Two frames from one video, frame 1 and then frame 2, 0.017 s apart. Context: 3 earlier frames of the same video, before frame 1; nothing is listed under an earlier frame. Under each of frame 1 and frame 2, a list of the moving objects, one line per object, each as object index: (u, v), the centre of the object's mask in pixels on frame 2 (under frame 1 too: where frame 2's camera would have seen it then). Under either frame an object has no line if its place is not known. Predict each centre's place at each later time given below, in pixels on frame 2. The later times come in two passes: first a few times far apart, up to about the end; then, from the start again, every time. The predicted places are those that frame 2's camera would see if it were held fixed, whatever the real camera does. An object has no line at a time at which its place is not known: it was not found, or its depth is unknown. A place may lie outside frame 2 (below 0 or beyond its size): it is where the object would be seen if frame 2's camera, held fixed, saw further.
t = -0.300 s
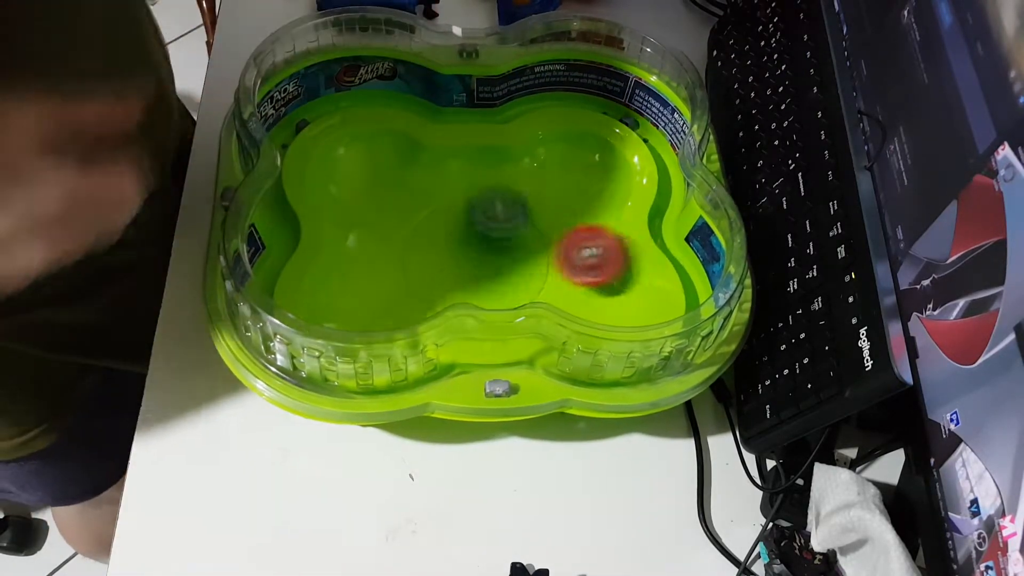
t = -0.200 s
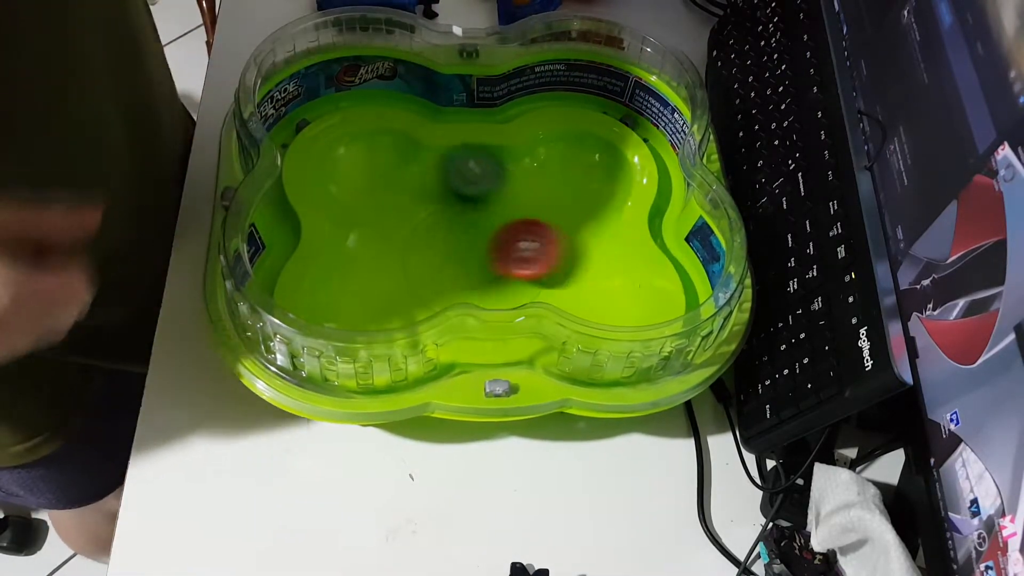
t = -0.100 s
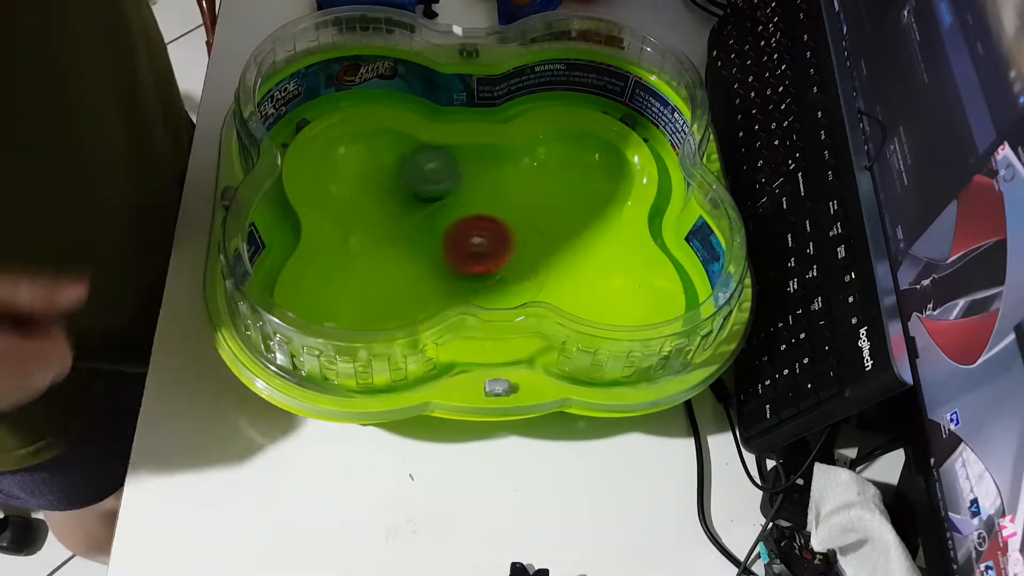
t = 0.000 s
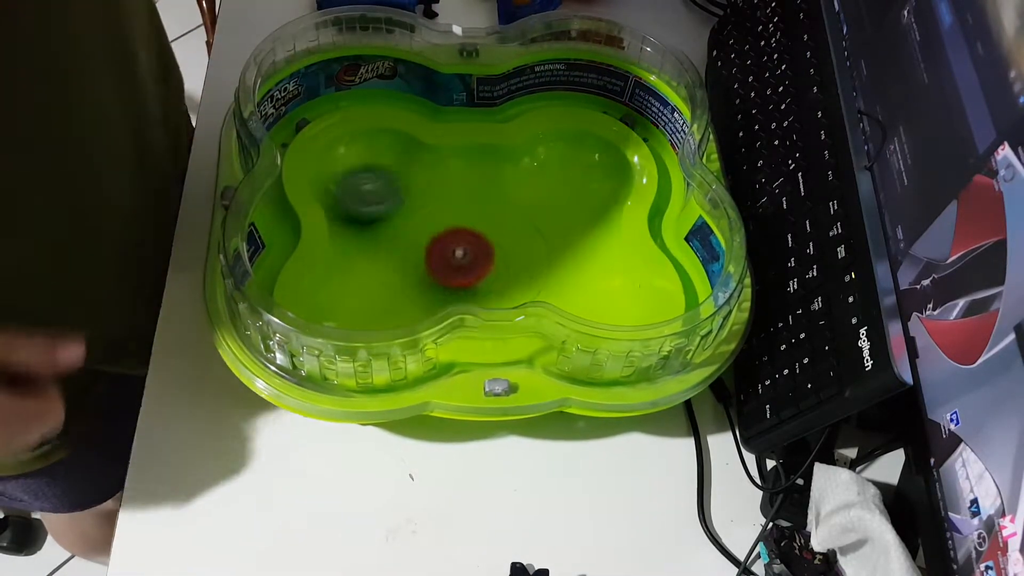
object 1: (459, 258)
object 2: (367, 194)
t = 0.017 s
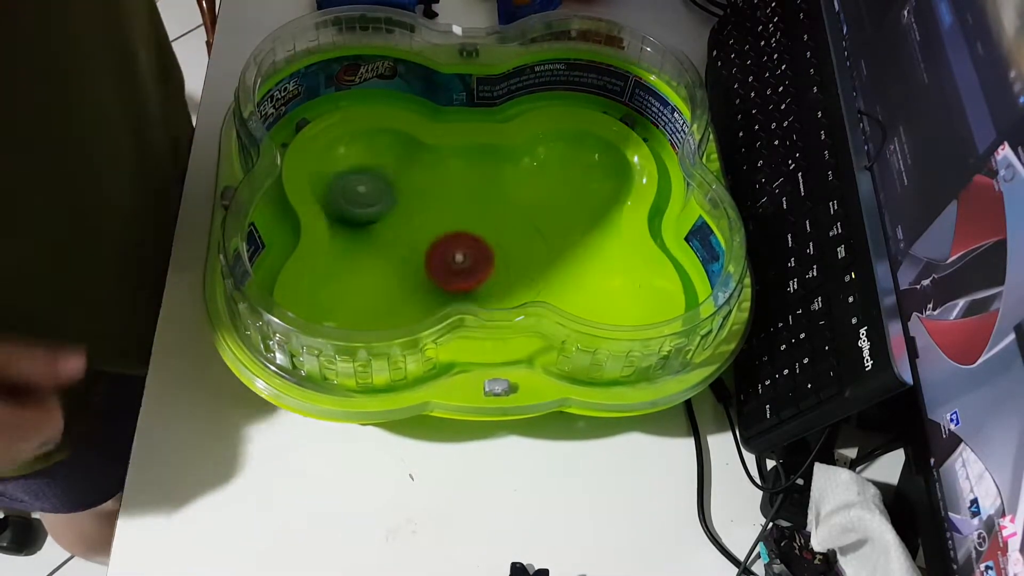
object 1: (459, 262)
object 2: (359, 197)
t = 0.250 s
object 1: (585, 291)
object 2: (410, 283)
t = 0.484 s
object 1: (574, 260)
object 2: (500, 250)
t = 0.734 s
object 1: (504, 225)
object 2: (340, 157)
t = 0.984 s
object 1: (494, 274)
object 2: (433, 211)
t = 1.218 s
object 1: (562, 271)
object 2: (530, 199)
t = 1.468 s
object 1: (456, 235)
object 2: (579, 172)
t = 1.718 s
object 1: (424, 281)
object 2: (521, 206)
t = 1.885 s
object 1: (436, 273)
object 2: (550, 270)
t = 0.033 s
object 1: (461, 267)
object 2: (355, 199)
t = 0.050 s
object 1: (463, 271)
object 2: (352, 201)
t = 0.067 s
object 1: (468, 275)
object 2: (352, 203)
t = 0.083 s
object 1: (475, 278)
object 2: (352, 208)
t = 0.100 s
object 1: (483, 281)
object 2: (355, 213)
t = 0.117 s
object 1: (491, 283)
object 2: (359, 221)
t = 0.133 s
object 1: (500, 284)
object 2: (364, 228)
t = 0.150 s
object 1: (510, 286)
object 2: (369, 235)
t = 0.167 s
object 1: (521, 286)
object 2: (379, 243)
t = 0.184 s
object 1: (533, 285)
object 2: (385, 251)
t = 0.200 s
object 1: (548, 286)
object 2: (393, 260)
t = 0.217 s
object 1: (562, 289)
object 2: (400, 270)
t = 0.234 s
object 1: (574, 290)
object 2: (406, 278)
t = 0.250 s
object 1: (585, 291)
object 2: (410, 283)
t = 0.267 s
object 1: (594, 291)
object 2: (415, 287)
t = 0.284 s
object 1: (601, 290)
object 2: (420, 288)
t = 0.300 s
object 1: (606, 288)
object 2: (426, 288)
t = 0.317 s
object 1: (610, 286)
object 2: (432, 288)
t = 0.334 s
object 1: (612, 283)
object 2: (439, 286)
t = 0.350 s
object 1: (612, 281)
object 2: (447, 286)
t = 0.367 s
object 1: (610, 278)
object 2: (454, 284)
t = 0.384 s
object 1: (607, 275)
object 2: (465, 282)
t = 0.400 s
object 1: (602, 273)
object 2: (475, 280)
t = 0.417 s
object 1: (596, 270)
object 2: (487, 276)
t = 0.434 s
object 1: (589, 268)
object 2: (494, 274)
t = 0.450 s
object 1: (580, 265)
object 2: (501, 265)
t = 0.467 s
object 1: (577, 262)
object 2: (503, 258)
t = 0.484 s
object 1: (574, 260)
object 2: (500, 250)
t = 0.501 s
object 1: (570, 257)
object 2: (496, 244)
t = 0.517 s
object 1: (566, 255)
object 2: (491, 237)
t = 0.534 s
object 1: (559, 251)
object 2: (484, 228)
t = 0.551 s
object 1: (552, 247)
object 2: (475, 219)
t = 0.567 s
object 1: (545, 243)
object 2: (465, 210)
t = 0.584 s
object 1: (537, 239)
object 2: (455, 203)
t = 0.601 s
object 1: (531, 237)
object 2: (446, 196)
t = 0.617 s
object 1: (526, 233)
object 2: (435, 190)
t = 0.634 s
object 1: (522, 231)
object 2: (423, 184)
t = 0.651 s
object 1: (518, 227)
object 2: (411, 180)
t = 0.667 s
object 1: (516, 225)
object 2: (397, 175)
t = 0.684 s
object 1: (514, 224)
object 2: (382, 171)
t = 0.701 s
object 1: (511, 223)
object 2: (367, 166)
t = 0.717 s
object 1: (509, 224)
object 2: (350, 161)
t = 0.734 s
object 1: (504, 225)
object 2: (340, 157)
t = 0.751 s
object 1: (500, 227)
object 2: (332, 154)
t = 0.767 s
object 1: (495, 228)
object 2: (327, 154)
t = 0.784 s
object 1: (490, 231)
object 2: (324, 156)
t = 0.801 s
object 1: (485, 233)
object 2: (323, 160)
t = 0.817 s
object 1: (481, 237)
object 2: (323, 163)
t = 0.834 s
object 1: (477, 241)
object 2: (329, 170)
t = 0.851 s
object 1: (475, 246)
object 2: (334, 176)
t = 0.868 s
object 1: (474, 250)
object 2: (341, 184)
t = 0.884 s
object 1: (474, 255)
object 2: (348, 189)
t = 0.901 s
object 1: (474, 259)
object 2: (366, 196)
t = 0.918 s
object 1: (476, 263)
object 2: (380, 201)
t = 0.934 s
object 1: (478, 266)
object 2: (394, 206)
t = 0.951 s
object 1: (482, 270)
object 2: (409, 208)
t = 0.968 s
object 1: (488, 272)
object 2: (421, 210)
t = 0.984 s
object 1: (494, 274)
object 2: (433, 211)
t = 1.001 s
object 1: (502, 275)
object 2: (444, 211)
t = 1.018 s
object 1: (510, 276)
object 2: (456, 211)
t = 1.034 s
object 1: (520, 277)
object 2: (466, 211)
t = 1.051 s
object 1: (530, 277)
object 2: (476, 212)
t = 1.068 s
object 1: (540, 278)
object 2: (484, 211)
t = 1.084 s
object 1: (549, 279)
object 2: (491, 211)
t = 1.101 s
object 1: (557, 280)
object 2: (498, 211)
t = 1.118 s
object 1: (562, 280)
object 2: (506, 210)
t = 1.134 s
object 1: (566, 281)
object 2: (512, 209)
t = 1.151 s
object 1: (568, 280)
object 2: (516, 208)
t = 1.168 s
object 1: (569, 279)
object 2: (520, 206)
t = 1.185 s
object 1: (568, 277)
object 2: (524, 203)
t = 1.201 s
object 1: (566, 275)
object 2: (527, 202)
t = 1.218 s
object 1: (562, 271)
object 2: (530, 199)
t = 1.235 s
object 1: (558, 267)
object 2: (533, 196)
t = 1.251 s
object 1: (552, 263)
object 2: (535, 194)
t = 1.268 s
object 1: (545, 258)
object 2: (537, 193)
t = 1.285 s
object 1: (538, 254)
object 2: (539, 191)
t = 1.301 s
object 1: (530, 250)
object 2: (542, 189)
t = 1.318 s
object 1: (521, 246)
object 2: (545, 188)
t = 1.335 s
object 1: (514, 242)
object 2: (547, 187)
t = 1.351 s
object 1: (506, 239)
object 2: (550, 187)
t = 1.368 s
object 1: (498, 235)
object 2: (556, 185)
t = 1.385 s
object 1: (491, 233)
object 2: (560, 183)
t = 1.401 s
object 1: (484, 232)
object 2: (564, 181)
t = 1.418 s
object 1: (476, 231)
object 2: (567, 180)
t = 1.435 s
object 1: (469, 232)
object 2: (571, 177)
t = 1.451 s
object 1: (462, 233)
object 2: (575, 175)
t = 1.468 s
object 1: (456, 235)
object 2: (579, 172)
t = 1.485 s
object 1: (449, 238)
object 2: (582, 168)
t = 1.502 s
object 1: (443, 242)
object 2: (588, 161)
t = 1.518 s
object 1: (438, 247)
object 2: (589, 157)
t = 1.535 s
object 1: (432, 252)
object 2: (588, 153)
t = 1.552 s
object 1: (427, 257)
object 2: (584, 150)
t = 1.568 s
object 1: (422, 261)
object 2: (578, 145)
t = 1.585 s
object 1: (418, 266)
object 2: (571, 145)
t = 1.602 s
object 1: (415, 270)
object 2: (564, 146)
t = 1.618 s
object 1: (413, 275)
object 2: (556, 149)
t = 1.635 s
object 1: (412, 278)
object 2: (549, 155)
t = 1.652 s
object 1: (412, 281)
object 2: (540, 164)
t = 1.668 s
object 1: (413, 281)
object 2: (536, 176)
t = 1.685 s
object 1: (416, 282)
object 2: (531, 186)
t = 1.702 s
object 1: (420, 281)
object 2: (525, 196)
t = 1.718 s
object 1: (424, 281)
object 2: (521, 206)
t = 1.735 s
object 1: (430, 279)
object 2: (518, 216)
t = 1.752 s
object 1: (434, 277)
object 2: (516, 224)
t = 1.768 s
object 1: (439, 275)
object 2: (514, 233)
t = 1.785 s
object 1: (444, 274)
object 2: (512, 241)
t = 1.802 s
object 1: (449, 273)
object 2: (513, 248)
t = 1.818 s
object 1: (449, 273)
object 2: (517, 254)
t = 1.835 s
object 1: (445, 273)
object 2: (527, 257)
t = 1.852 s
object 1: (442, 274)
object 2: (535, 261)
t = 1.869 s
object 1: (440, 274)
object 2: (543, 266)
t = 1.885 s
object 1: (436, 273)
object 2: (550, 270)
